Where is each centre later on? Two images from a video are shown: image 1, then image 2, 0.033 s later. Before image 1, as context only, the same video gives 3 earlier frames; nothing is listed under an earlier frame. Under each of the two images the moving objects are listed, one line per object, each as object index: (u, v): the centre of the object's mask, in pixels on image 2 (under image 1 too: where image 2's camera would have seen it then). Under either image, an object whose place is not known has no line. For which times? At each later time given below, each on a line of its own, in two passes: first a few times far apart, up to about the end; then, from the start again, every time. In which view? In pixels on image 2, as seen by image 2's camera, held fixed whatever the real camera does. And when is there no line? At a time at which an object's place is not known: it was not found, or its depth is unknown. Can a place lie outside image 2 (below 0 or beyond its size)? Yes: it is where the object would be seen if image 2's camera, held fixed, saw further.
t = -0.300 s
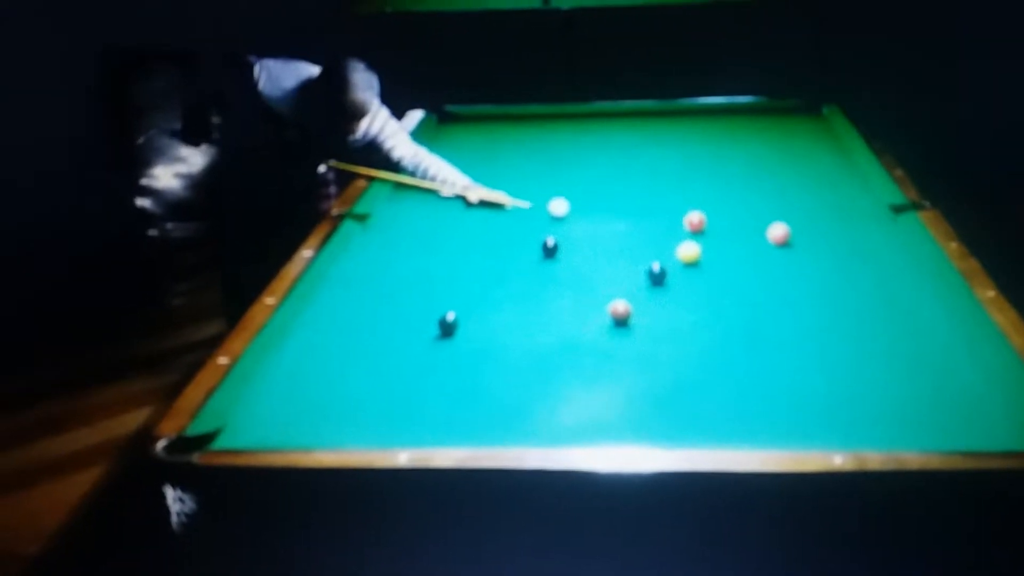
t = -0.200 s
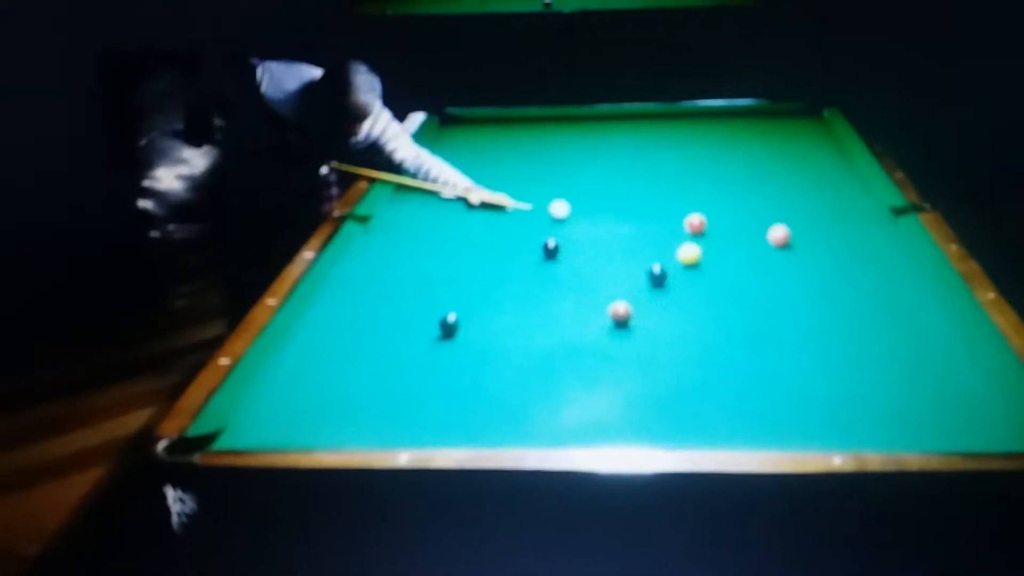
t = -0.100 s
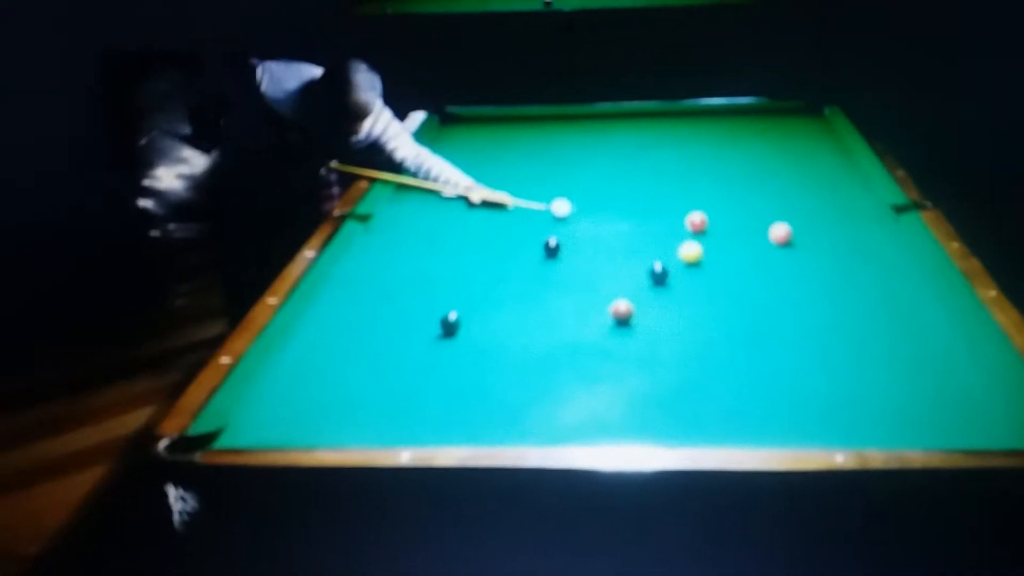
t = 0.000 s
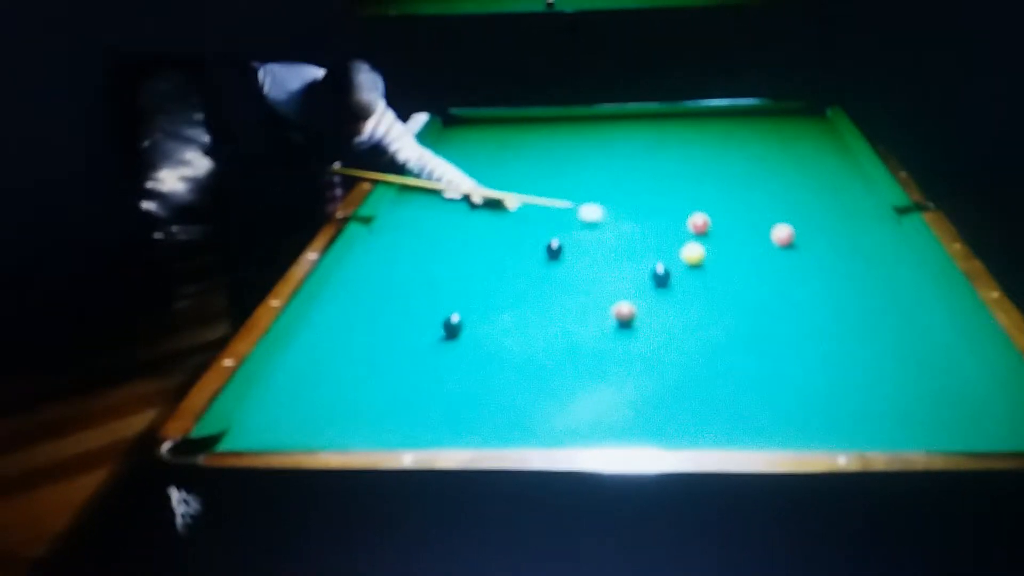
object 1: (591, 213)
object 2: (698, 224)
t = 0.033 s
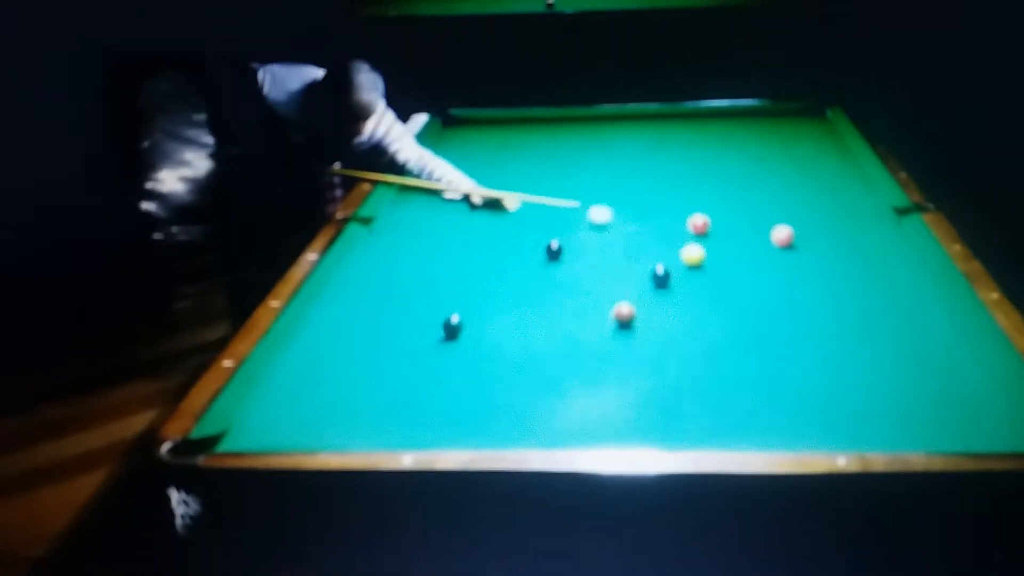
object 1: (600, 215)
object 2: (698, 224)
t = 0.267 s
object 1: (660, 221)
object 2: (698, 224)
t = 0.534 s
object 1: (690, 231)
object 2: (734, 222)
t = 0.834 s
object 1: (712, 242)
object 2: (777, 219)
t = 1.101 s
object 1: (731, 252)
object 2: (814, 220)
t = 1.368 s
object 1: (751, 260)
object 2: (846, 219)
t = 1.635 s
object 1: (768, 268)
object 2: (876, 218)
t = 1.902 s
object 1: (785, 276)
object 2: (892, 216)
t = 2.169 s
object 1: (801, 282)
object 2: (895, 212)
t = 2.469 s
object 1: (816, 289)
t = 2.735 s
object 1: (829, 293)
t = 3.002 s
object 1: (838, 297)
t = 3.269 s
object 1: (844, 300)
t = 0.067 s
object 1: (609, 215)
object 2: (699, 223)
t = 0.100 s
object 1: (618, 217)
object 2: (698, 223)
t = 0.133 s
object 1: (626, 217)
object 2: (698, 223)
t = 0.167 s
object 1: (635, 218)
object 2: (698, 224)
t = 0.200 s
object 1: (643, 219)
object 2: (698, 224)
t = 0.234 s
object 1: (651, 220)
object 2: (698, 224)
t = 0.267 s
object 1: (660, 221)
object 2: (698, 224)
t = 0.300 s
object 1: (668, 223)
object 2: (698, 223)
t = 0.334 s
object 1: (676, 224)
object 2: (699, 223)
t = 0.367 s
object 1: (679, 225)
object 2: (705, 223)
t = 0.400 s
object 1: (681, 226)
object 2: (712, 223)
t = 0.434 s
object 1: (683, 227)
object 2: (718, 223)
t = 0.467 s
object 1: (685, 229)
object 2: (723, 223)
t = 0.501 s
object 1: (687, 230)
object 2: (728, 223)
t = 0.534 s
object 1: (690, 231)
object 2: (734, 222)
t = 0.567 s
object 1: (692, 232)
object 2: (738, 222)
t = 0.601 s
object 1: (695, 233)
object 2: (743, 222)
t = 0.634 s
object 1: (698, 234)
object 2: (748, 222)
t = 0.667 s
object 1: (700, 236)
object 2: (753, 222)
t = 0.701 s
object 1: (703, 236)
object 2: (758, 221)
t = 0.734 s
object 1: (705, 238)
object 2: (763, 221)
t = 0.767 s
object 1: (707, 239)
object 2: (767, 220)
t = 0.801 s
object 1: (710, 241)
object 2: (772, 220)
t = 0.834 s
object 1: (712, 242)
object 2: (777, 219)
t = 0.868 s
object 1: (715, 244)
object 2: (782, 219)
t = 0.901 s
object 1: (717, 245)
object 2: (788, 219)
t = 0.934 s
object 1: (719, 246)
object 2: (792, 220)
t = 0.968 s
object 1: (722, 247)
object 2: (797, 220)
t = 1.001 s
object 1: (724, 248)
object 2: (800, 220)
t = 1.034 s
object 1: (727, 249)
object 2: (805, 221)
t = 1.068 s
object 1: (729, 250)
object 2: (810, 220)
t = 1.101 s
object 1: (731, 252)
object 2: (814, 220)
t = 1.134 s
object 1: (734, 252)
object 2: (818, 220)
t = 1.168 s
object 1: (737, 254)
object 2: (822, 220)
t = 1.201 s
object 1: (739, 255)
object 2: (826, 219)
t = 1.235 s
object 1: (741, 255)
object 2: (830, 219)
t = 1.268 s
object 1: (744, 257)
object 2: (834, 219)
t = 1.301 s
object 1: (746, 258)
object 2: (838, 219)
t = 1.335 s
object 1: (748, 259)
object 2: (842, 219)
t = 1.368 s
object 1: (751, 260)
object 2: (846, 219)
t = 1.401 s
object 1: (753, 261)
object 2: (851, 219)
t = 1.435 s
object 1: (755, 262)
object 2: (854, 218)
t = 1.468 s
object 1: (757, 263)
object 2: (858, 219)
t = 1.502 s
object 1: (760, 264)
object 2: (861, 219)
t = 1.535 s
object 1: (762, 265)
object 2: (865, 218)
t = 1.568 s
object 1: (764, 266)
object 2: (869, 218)
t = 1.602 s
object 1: (767, 267)
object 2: (872, 218)
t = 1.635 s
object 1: (768, 268)
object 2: (876, 218)
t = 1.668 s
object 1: (770, 269)
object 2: (879, 218)
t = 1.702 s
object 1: (772, 270)
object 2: (882, 217)
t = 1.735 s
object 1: (775, 271)
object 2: (886, 217)
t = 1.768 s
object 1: (777, 272)
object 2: (889, 217)
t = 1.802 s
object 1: (779, 273)
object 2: (891, 217)
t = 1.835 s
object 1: (781, 274)
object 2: (892, 216)
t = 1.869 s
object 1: (783, 275)
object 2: (892, 216)
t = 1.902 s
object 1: (785, 276)
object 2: (892, 216)
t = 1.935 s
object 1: (787, 276)
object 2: (892, 215)
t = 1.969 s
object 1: (789, 277)
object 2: (893, 214)
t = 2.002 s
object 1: (791, 278)
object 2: (893, 214)
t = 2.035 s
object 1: (793, 279)
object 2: (893, 214)
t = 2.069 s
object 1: (795, 280)
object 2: (893, 213)
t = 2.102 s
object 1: (797, 281)
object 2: (894, 213)
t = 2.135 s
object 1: (799, 282)
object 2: (894, 212)
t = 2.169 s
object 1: (801, 282)
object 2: (895, 212)
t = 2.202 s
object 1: (802, 283)
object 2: (896, 212)
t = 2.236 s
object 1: (804, 284)
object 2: (898, 212)
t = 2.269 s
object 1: (806, 285)
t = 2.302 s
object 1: (808, 285)
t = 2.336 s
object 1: (809, 286)
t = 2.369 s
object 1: (811, 287)
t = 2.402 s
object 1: (813, 288)
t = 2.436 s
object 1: (814, 288)
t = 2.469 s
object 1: (816, 289)
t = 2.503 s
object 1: (818, 290)
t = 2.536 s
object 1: (819, 290)
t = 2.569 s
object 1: (821, 291)
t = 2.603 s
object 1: (823, 292)
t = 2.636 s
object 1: (824, 292)
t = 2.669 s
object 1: (826, 293)
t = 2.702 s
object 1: (827, 293)
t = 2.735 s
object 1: (829, 293)
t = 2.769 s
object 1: (830, 294)
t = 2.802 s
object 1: (831, 295)
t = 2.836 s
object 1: (832, 295)
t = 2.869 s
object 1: (834, 296)
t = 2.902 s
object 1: (835, 296)
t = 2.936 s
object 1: (836, 297)
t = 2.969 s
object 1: (837, 297)
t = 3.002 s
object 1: (838, 297)
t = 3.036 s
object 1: (839, 297)
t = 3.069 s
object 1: (840, 298)
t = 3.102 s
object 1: (841, 298)
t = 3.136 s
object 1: (841, 298)
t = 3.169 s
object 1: (842, 299)
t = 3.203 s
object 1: (842, 299)
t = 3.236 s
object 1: (843, 299)
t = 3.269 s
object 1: (844, 300)
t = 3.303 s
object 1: (845, 300)
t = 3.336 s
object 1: (845, 300)
